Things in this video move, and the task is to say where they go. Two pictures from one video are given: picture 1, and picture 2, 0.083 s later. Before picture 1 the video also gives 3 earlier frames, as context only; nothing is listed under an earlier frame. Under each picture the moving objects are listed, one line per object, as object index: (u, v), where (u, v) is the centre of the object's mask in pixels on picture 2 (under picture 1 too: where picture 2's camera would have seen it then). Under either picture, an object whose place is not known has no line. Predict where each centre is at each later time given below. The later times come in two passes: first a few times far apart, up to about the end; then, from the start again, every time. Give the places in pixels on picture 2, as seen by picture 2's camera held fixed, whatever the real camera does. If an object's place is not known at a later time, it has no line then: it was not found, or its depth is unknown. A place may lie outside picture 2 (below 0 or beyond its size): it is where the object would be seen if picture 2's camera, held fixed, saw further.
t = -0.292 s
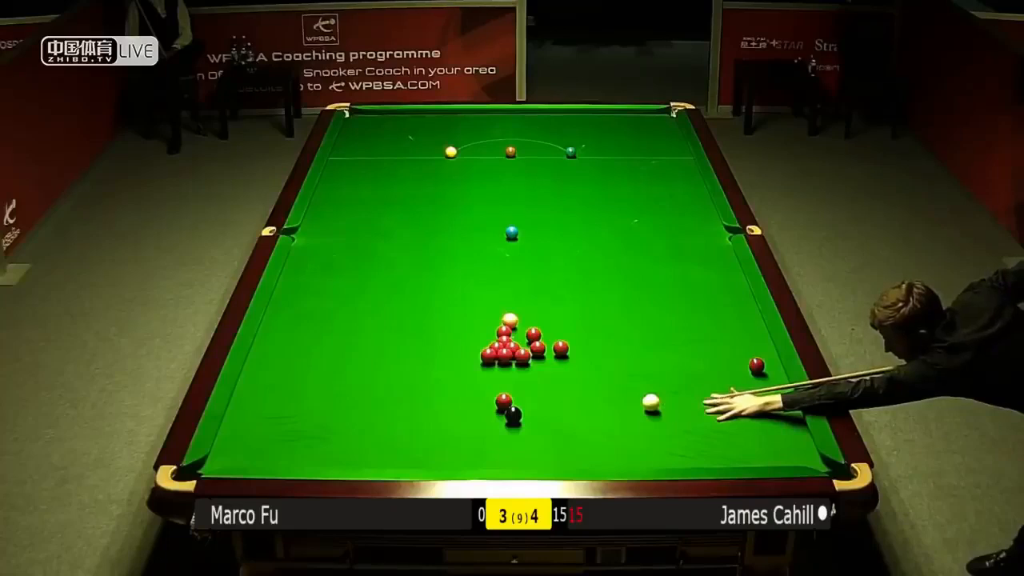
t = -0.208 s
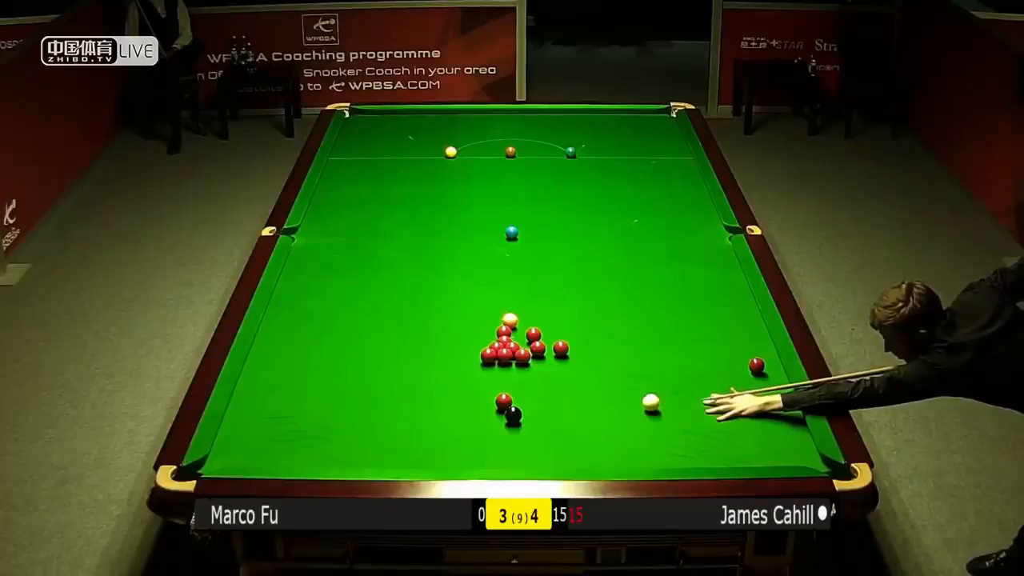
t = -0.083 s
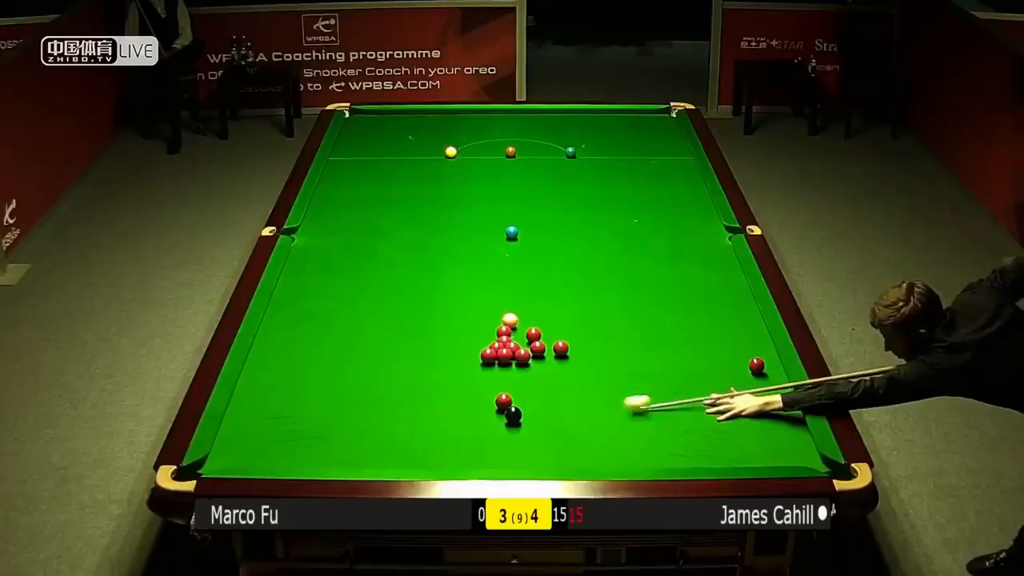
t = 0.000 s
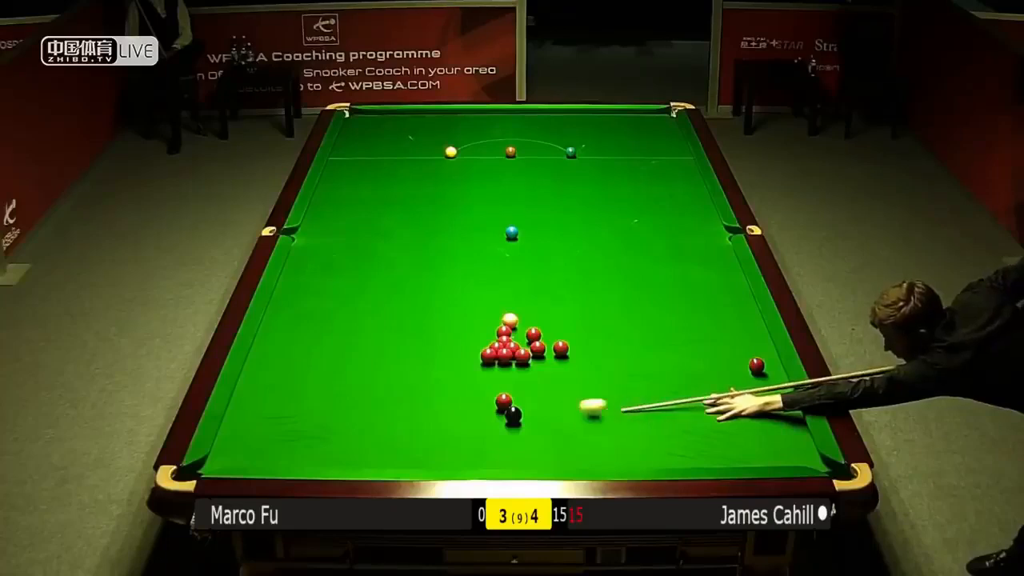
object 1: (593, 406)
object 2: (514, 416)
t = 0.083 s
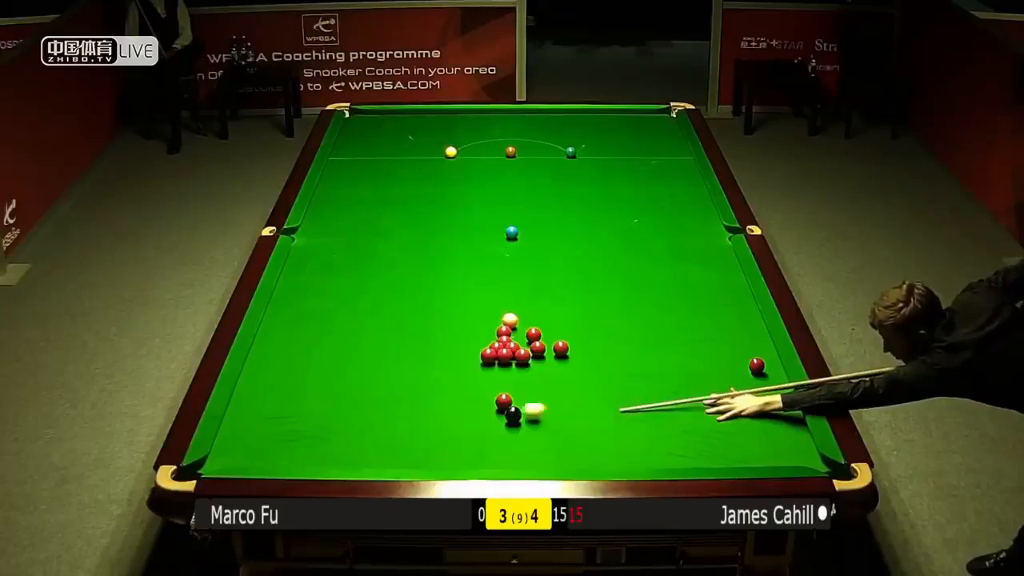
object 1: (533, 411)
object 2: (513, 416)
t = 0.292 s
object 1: (534, 405)
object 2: (440, 427)
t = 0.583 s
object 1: (549, 397)
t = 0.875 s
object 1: (561, 391)
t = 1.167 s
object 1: (574, 384)
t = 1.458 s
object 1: (583, 379)
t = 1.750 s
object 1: (591, 375)
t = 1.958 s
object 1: (595, 372)
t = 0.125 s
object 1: (529, 410)
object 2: (503, 413)
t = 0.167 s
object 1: (529, 408)
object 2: (483, 421)
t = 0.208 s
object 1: (530, 407)
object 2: (468, 424)
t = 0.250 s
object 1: (532, 406)
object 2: (454, 425)
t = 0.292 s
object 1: (534, 405)
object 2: (440, 427)
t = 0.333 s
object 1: (536, 404)
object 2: (427, 429)
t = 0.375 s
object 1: (539, 403)
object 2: (414, 433)
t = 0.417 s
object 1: (541, 402)
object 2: (402, 434)
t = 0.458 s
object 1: (543, 401)
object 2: (389, 435)
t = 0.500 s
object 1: (545, 399)
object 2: (375, 437)
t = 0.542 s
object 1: (547, 399)
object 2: (363, 440)
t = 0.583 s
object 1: (549, 397)
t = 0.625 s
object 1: (551, 397)
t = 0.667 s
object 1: (553, 396)
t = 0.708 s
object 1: (555, 394)
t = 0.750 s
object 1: (556, 393)
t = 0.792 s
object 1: (558, 393)
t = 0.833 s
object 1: (560, 392)
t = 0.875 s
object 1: (561, 391)
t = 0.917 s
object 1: (564, 390)
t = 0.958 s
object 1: (565, 389)
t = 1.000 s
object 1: (567, 388)
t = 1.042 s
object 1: (568, 388)
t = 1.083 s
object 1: (571, 386)
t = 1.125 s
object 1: (573, 385)
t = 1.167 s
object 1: (574, 384)
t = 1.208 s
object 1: (576, 383)
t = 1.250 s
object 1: (577, 382)
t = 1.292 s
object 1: (578, 382)
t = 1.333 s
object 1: (580, 381)
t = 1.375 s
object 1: (581, 380)
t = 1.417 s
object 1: (582, 380)
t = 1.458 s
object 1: (583, 379)
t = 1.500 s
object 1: (584, 378)
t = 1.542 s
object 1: (586, 378)
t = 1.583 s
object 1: (587, 377)
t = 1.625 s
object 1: (588, 376)
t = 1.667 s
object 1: (589, 376)
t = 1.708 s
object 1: (590, 375)
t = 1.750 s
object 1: (591, 375)
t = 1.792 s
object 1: (592, 374)
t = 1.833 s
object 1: (593, 374)
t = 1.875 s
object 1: (594, 373)
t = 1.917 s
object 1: (594, 373)
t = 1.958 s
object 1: (595, 372)
